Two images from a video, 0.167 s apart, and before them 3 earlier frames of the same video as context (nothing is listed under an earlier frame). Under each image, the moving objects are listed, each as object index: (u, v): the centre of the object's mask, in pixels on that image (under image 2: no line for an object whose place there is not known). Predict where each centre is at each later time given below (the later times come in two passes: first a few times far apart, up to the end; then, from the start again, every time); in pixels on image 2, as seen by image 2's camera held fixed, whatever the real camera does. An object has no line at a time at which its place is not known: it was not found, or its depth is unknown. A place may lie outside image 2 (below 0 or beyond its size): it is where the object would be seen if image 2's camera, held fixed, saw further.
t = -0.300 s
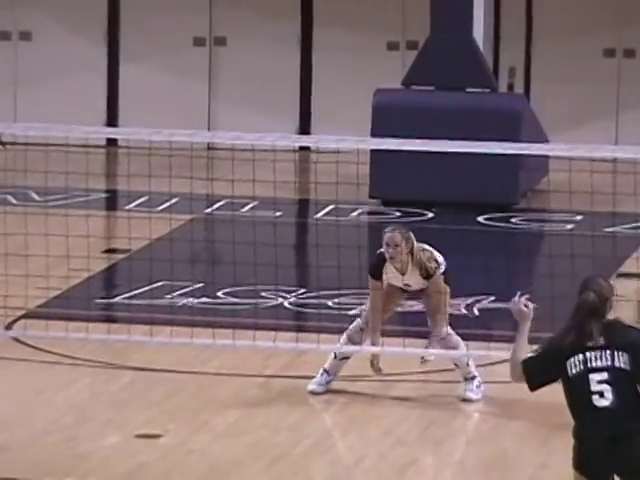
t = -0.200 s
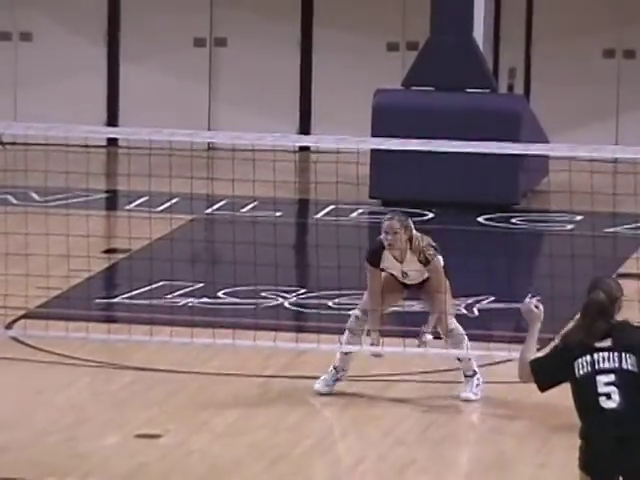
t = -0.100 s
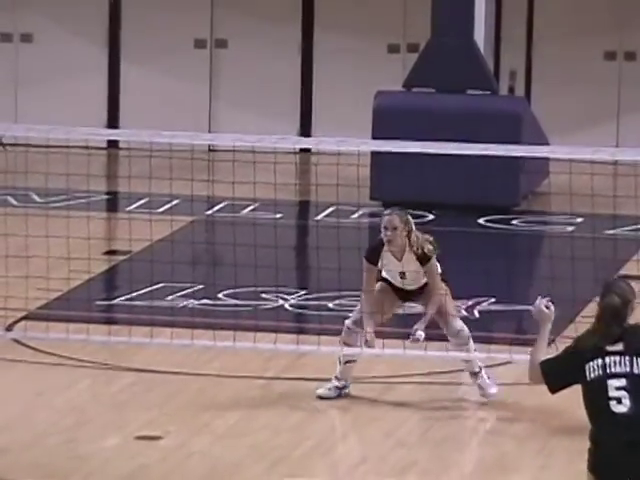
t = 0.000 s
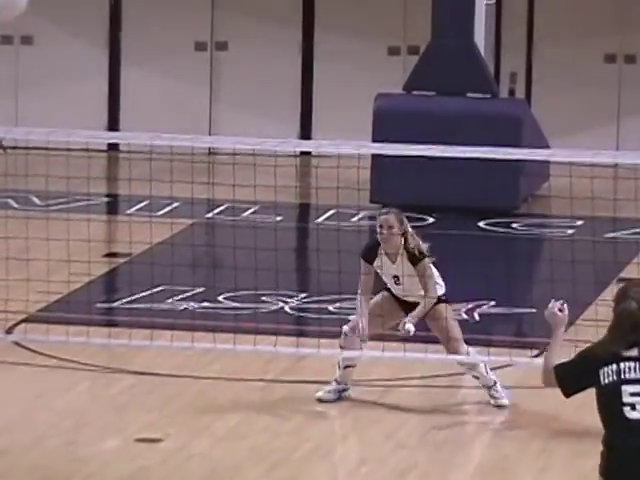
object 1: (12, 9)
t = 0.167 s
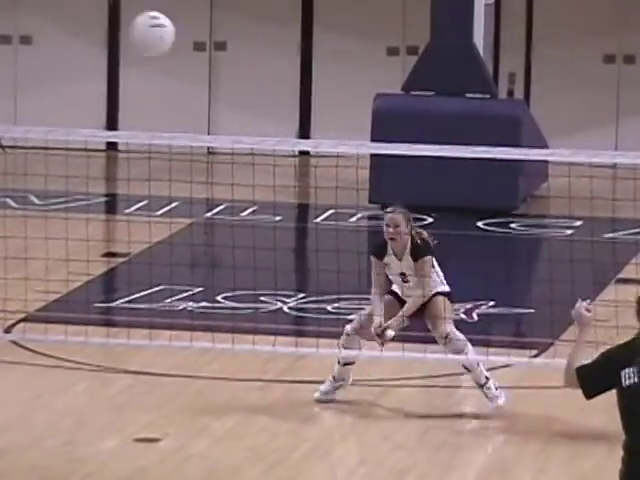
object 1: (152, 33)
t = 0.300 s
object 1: (250, 95)
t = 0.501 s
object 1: (369, 233)
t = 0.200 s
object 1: (178, 47)
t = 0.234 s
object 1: (203, 62)
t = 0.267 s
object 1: (226, 78)
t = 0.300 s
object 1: (250, 95)
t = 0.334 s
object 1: (272, 115)
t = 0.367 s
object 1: (293, 130)
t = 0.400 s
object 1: (313, 159)
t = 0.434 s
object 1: (331, 184)
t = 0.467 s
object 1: (351, 208)
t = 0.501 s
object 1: (369, 233)
